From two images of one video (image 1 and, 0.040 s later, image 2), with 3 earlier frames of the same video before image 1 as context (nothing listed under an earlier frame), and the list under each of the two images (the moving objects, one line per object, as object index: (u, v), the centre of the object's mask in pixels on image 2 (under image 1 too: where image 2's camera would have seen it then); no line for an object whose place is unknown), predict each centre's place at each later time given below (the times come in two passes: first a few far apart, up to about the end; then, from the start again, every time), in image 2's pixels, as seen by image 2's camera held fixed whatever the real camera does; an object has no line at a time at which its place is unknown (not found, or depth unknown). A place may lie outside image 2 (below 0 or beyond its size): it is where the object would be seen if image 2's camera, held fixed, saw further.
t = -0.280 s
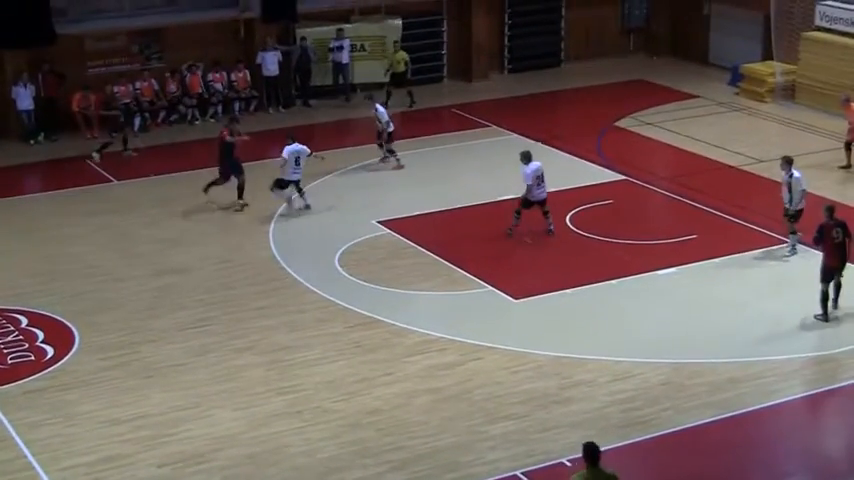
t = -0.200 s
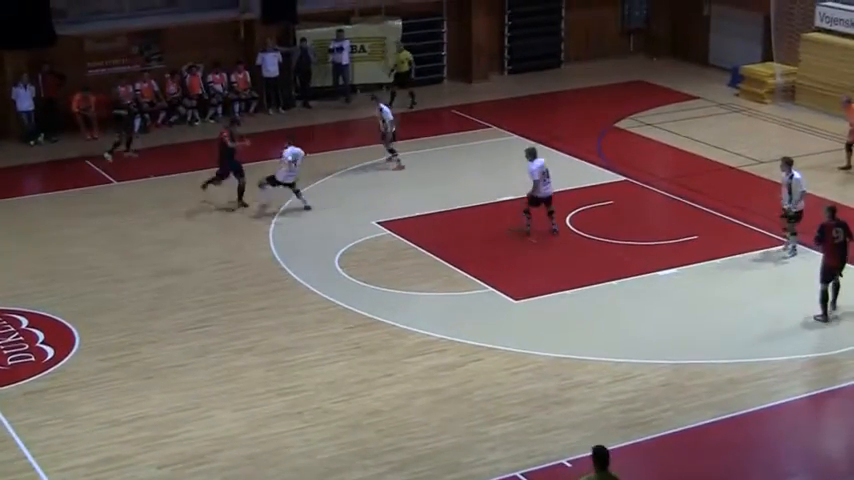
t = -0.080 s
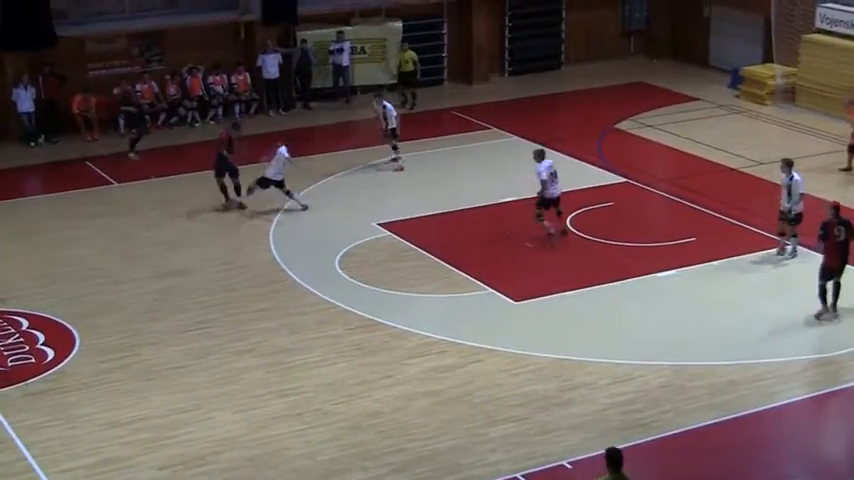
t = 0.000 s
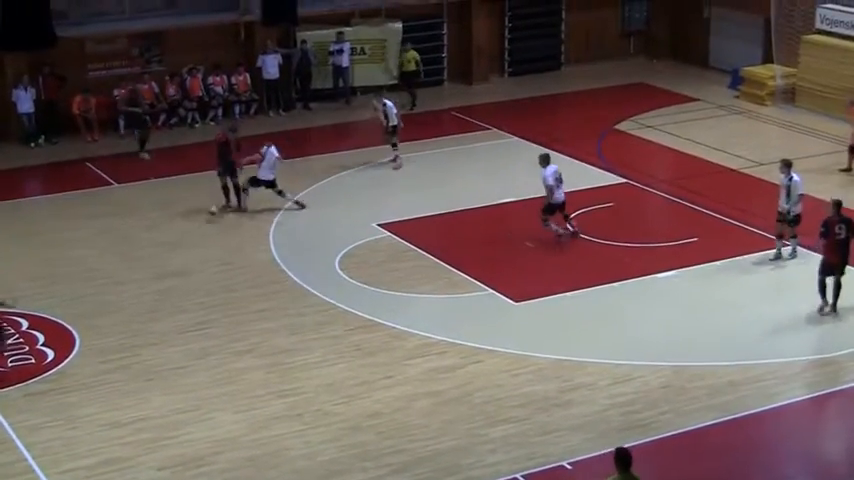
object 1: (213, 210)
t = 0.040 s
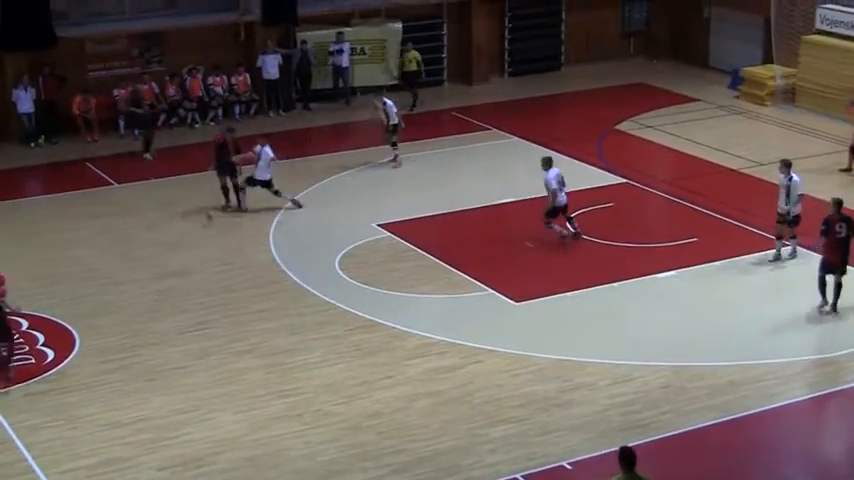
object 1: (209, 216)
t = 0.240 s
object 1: (187, 244)
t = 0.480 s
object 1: (160, 269)
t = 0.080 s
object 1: (205, 220)
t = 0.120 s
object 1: (199, 226)
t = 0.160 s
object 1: (196, 233)
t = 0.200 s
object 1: (192, 238)
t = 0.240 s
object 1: (187, 244)
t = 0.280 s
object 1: (181, 247)
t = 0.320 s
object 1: (177, 251)
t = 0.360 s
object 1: (174, 258)
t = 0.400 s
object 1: (169, 261)
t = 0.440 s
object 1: (165, 265)
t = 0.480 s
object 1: (160, 269)
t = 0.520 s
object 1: (156, 273)
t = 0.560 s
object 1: (150, 277)
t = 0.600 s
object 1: (147, 281)
